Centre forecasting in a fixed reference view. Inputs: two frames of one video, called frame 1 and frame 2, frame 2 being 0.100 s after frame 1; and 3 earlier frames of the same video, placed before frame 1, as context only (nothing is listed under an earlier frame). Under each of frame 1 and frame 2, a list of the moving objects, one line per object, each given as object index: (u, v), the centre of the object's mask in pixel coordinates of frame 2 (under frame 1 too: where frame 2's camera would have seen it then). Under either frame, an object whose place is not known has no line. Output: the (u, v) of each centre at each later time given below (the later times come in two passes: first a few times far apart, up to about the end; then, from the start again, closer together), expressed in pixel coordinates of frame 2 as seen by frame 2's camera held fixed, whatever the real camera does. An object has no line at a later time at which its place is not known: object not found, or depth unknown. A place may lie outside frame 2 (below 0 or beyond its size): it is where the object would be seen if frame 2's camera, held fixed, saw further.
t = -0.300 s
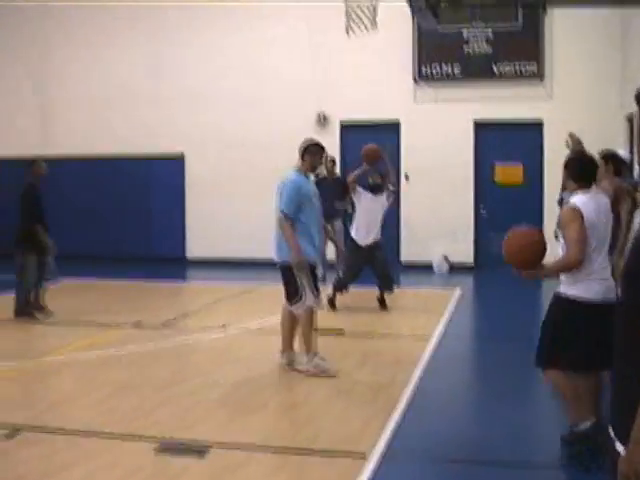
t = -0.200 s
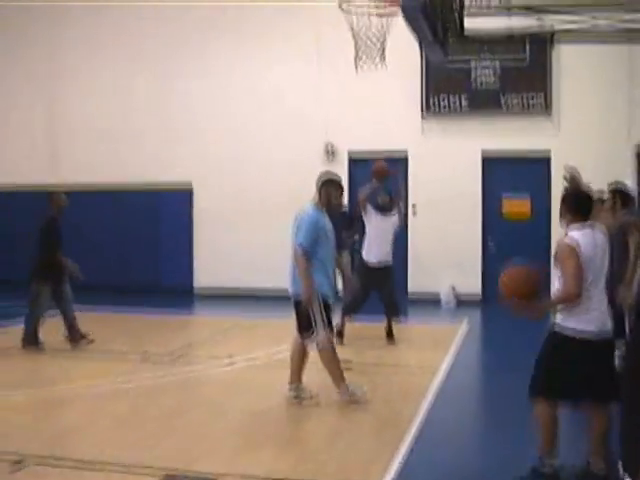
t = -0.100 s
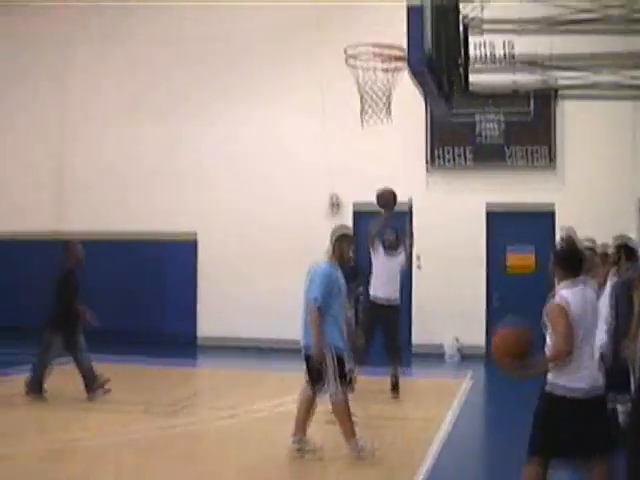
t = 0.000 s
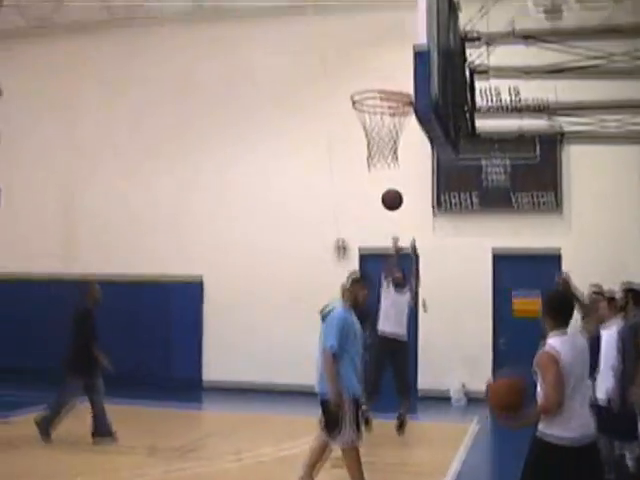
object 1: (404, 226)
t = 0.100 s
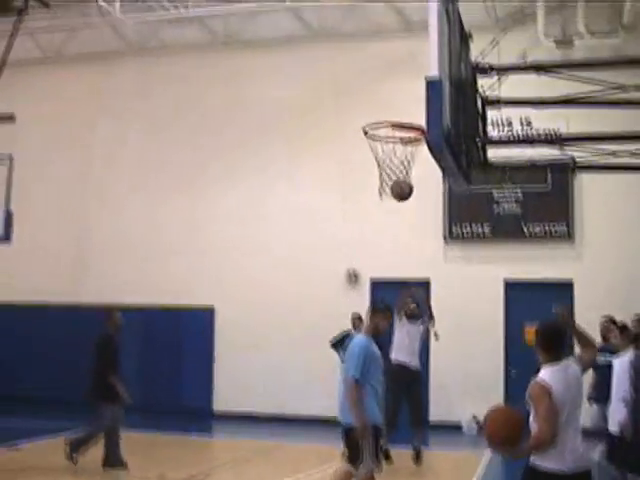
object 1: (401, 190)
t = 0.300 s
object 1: (396, 131)
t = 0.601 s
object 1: (387, 105)
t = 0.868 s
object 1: (402, 138)
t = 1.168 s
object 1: (420, 162)
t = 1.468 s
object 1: (400, 197)
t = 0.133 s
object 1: (401, 179)
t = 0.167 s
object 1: (400, 167)
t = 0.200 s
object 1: (399, 157)
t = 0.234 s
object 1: (398, 148)
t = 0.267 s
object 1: (397, 140)
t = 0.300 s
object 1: (396, 131)
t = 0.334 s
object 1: (395, 124)
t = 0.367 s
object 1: (395, 116)
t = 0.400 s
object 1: (394, 113)
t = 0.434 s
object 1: (393, 109)
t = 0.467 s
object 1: (392, 106)
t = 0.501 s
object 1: (391, 104)
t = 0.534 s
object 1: (389, 103)
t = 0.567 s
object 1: (388, 104)
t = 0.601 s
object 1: (387, 105)
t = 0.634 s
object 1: (386, 108)
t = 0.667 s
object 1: (384, 112)
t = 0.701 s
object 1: (382, 117)
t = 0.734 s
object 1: (382, 124)
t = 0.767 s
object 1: (396, 127)
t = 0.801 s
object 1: (409, 132)
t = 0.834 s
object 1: (408, 136)
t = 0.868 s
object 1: (402, 138)
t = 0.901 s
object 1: (390, 137)
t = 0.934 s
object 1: (384, 136)
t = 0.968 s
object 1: (383, 135)
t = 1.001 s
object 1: (388, 135)
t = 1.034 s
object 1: (396, 139)
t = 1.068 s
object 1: (403, 145)
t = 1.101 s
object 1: (410, 151)
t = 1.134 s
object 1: (416, 158)
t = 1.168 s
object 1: (420, 162)
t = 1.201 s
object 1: (421, 164)
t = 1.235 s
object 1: (421, 165)
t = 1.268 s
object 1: (419, 167)
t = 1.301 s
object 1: (417, 169)
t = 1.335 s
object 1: (414, 173)
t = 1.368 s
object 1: (411, 177)
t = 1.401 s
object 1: (407, 182)
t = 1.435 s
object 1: (404, 189)
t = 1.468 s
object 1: (400, 197)
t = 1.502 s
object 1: (396, 206)
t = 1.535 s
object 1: (393, 216)
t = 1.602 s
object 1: (385, 241)
